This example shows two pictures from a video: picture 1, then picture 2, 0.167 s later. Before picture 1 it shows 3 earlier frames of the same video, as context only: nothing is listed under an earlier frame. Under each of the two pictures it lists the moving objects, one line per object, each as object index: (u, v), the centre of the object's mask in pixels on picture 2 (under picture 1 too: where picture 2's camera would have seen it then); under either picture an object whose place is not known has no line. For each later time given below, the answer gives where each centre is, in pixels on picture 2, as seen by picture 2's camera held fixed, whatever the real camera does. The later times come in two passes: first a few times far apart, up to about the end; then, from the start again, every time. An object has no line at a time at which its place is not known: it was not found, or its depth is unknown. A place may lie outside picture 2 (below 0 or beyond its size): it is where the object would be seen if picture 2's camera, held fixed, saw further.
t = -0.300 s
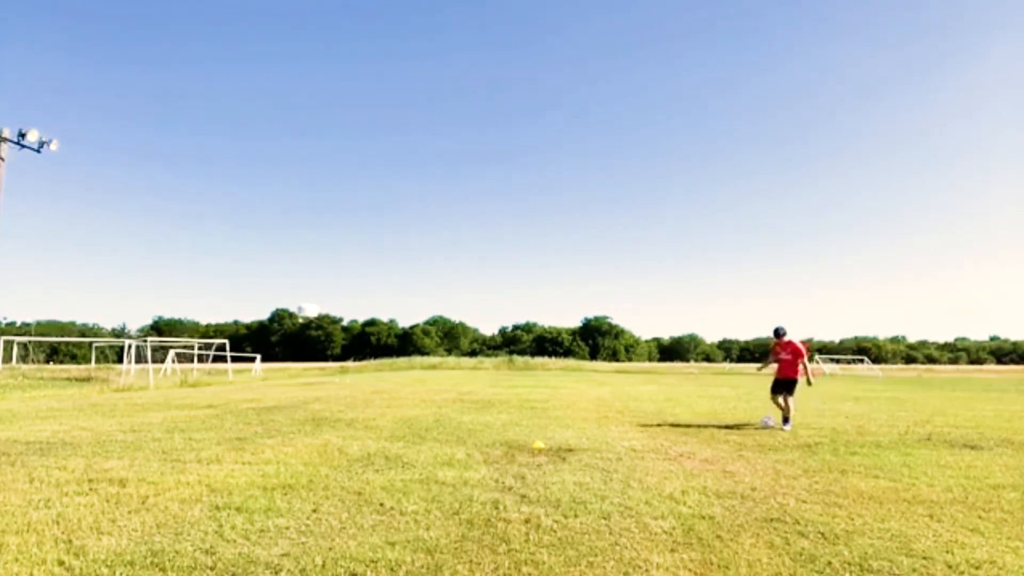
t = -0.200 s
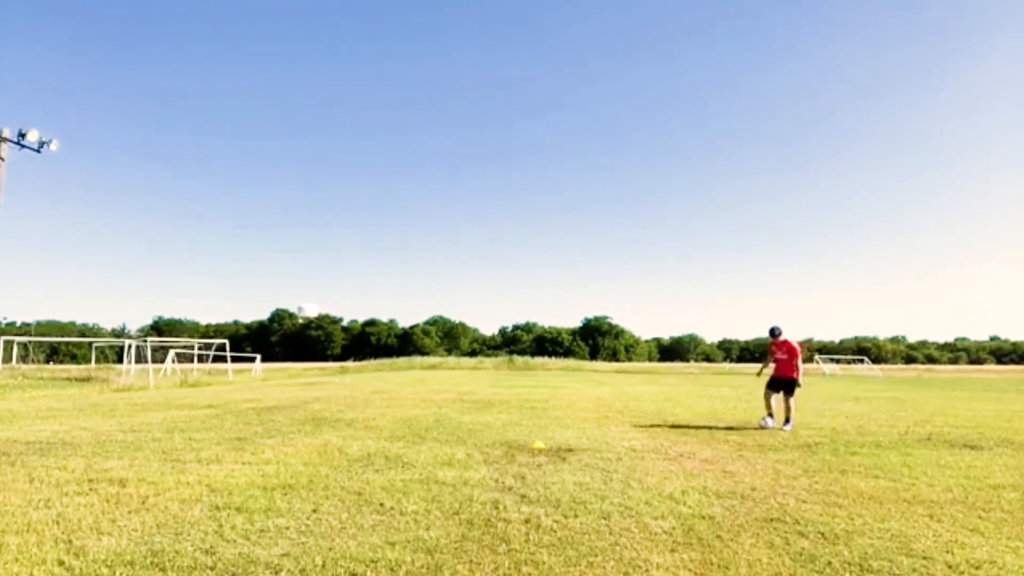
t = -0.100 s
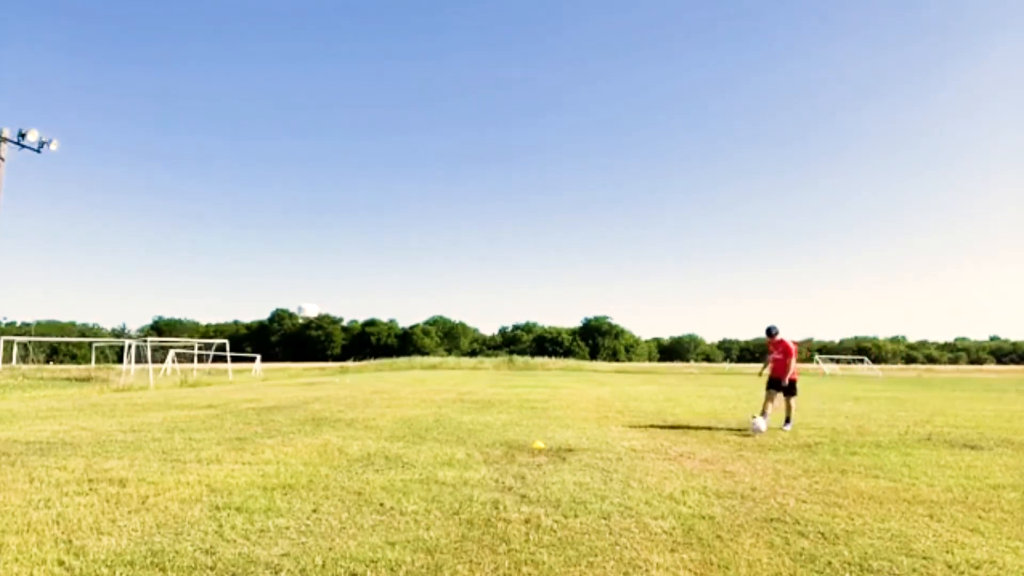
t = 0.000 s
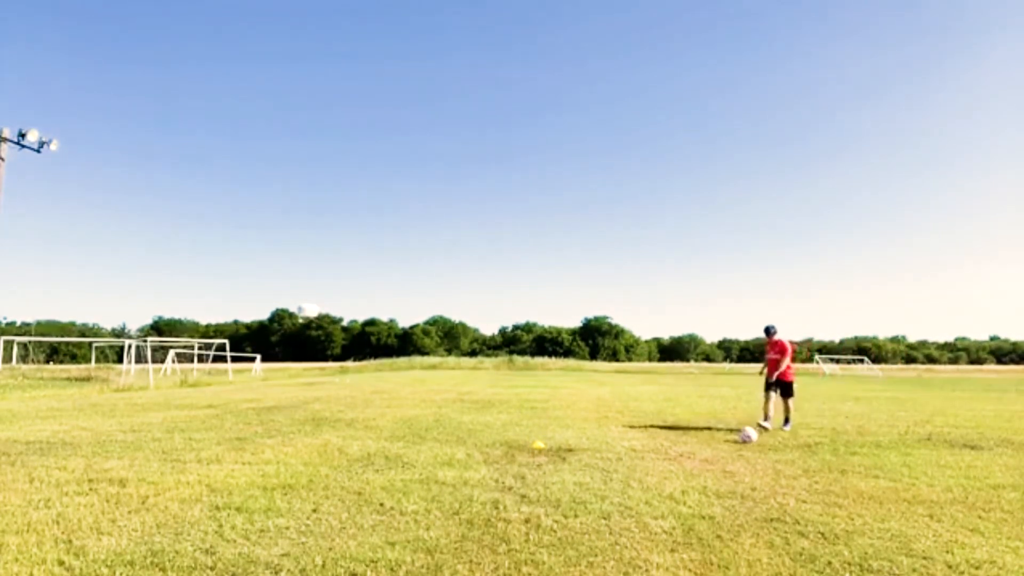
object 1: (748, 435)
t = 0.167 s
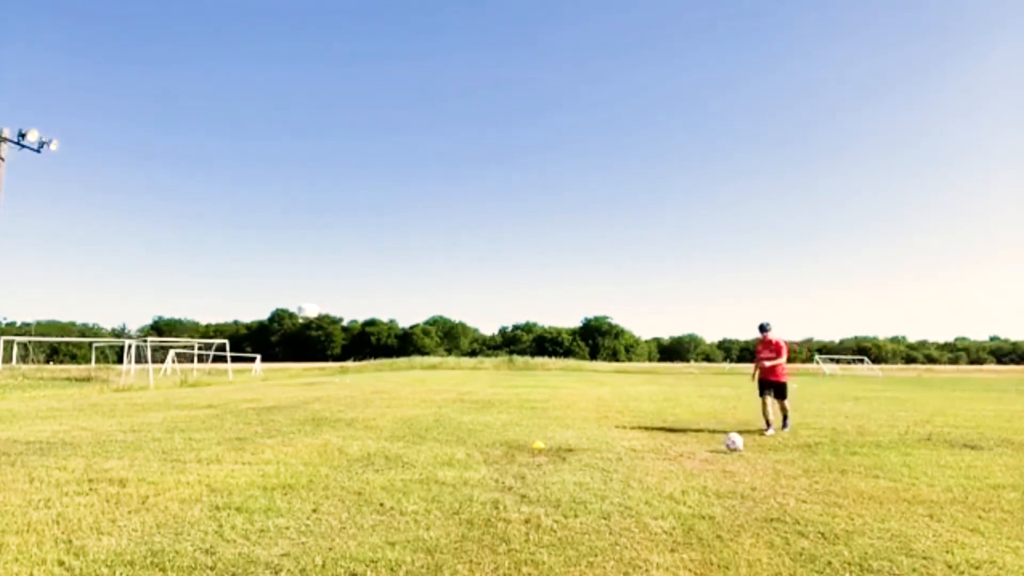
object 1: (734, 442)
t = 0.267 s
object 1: (727, 439)
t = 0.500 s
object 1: (707, 462)
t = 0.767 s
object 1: (686, 492)
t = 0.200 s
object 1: (732, 440)
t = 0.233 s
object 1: (729, 440)
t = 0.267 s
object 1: (727, 439)
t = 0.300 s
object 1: (725, 440)
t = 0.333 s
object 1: (721, 442)
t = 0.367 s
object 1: (717, 446)
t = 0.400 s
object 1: (715, 451)
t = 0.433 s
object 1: (712, 458)
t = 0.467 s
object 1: (710, 464)
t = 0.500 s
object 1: (707, 462)
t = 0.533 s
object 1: (704, 460)
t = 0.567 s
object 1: (702, 460)
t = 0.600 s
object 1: (700, 461)
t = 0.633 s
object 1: (696, 464)
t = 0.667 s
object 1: (694, 469)
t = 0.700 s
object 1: (692, 474)
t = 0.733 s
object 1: (689, 484)
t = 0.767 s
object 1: (686, 492)
